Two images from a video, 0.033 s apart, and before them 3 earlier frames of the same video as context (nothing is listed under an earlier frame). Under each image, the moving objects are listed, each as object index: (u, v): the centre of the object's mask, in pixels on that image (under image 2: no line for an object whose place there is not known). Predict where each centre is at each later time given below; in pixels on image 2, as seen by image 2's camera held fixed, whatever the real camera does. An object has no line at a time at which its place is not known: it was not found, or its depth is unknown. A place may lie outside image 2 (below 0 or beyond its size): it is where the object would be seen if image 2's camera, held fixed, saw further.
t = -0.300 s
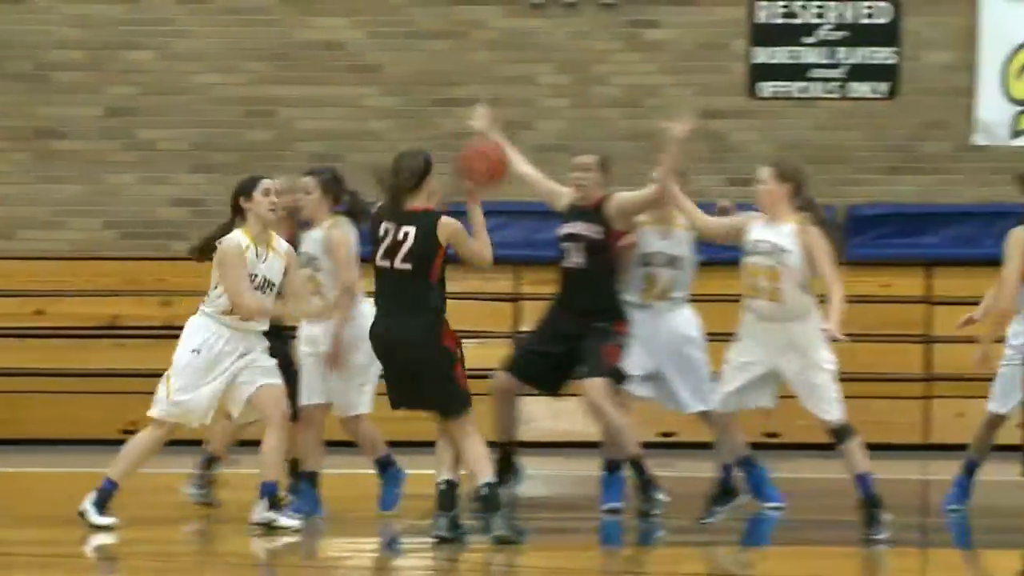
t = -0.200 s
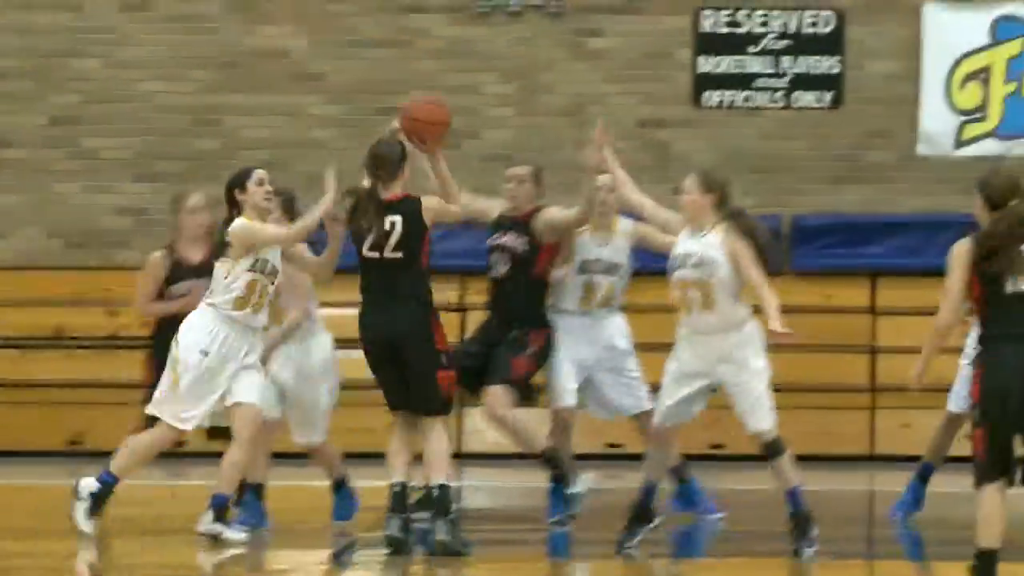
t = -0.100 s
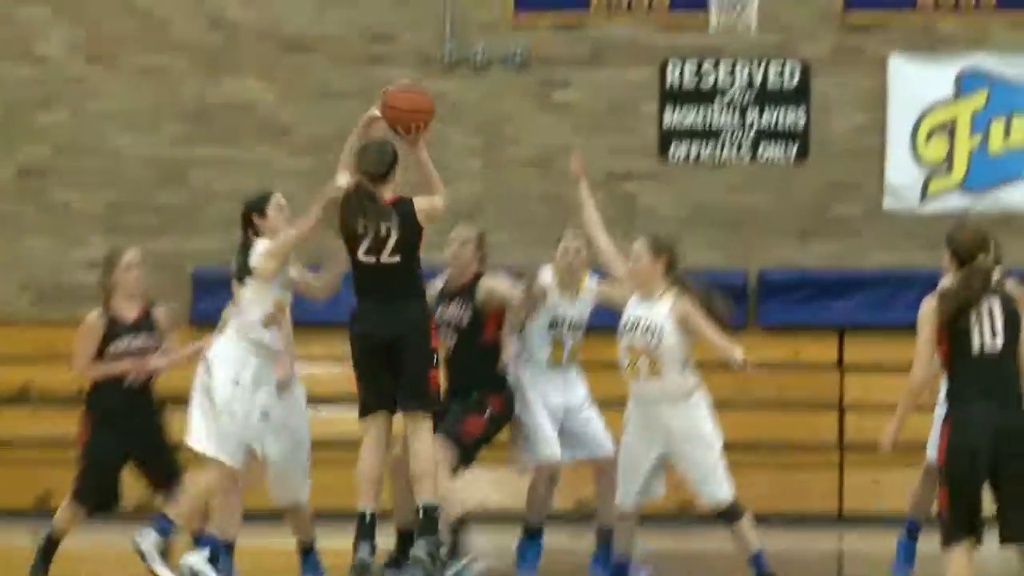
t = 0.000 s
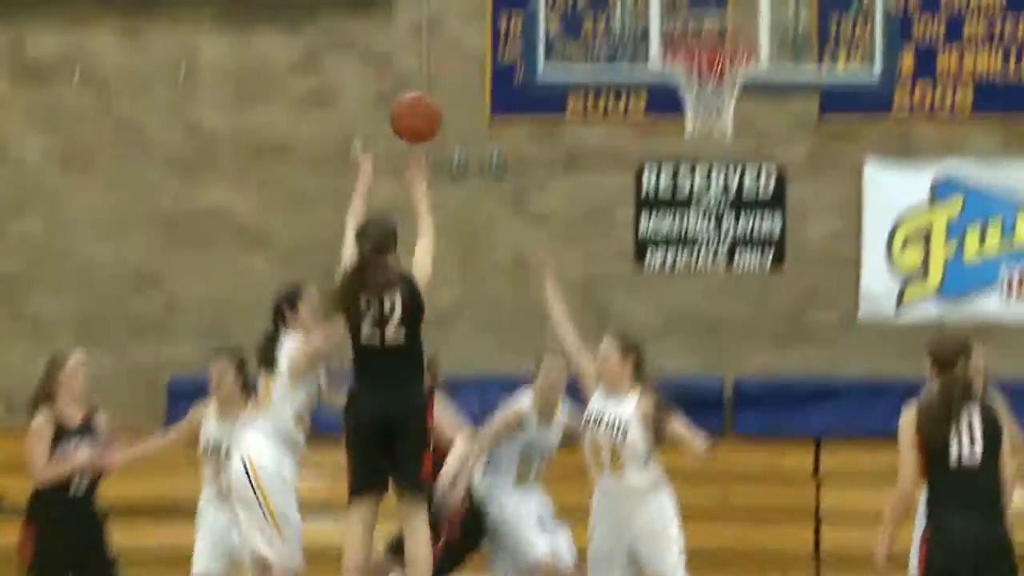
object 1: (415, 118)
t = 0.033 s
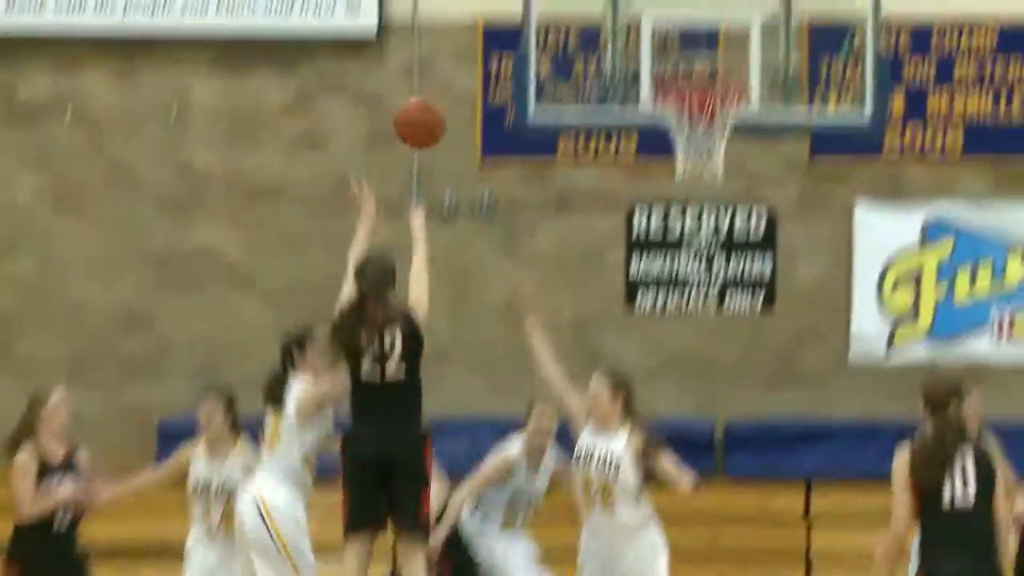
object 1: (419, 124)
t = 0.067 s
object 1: (432, 90)
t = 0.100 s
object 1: (444, 60)
